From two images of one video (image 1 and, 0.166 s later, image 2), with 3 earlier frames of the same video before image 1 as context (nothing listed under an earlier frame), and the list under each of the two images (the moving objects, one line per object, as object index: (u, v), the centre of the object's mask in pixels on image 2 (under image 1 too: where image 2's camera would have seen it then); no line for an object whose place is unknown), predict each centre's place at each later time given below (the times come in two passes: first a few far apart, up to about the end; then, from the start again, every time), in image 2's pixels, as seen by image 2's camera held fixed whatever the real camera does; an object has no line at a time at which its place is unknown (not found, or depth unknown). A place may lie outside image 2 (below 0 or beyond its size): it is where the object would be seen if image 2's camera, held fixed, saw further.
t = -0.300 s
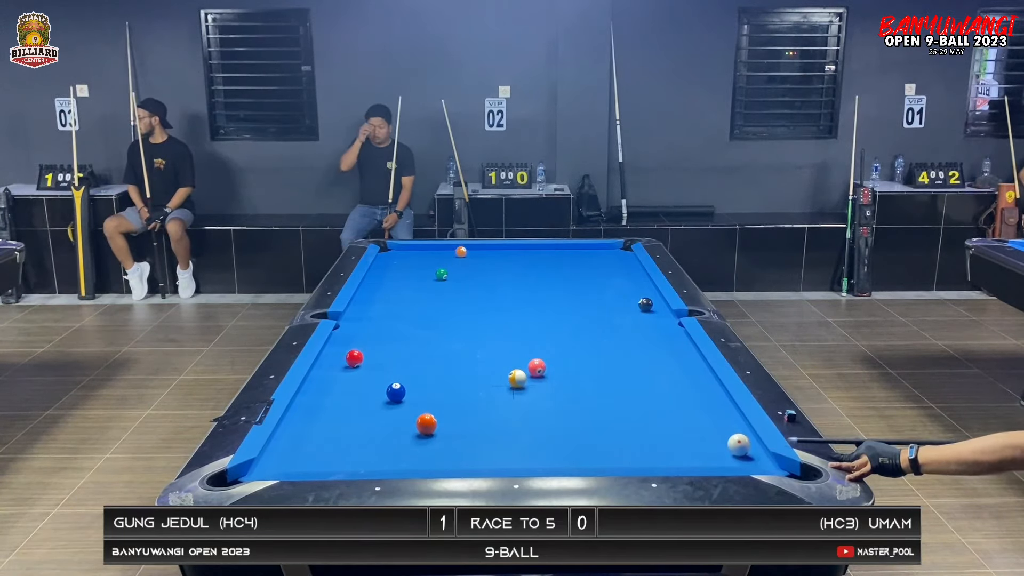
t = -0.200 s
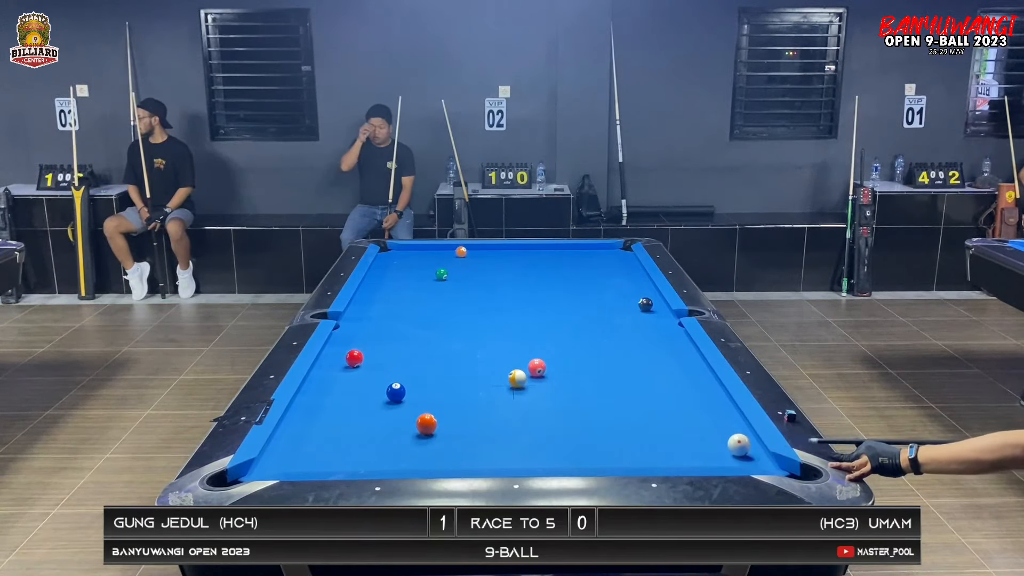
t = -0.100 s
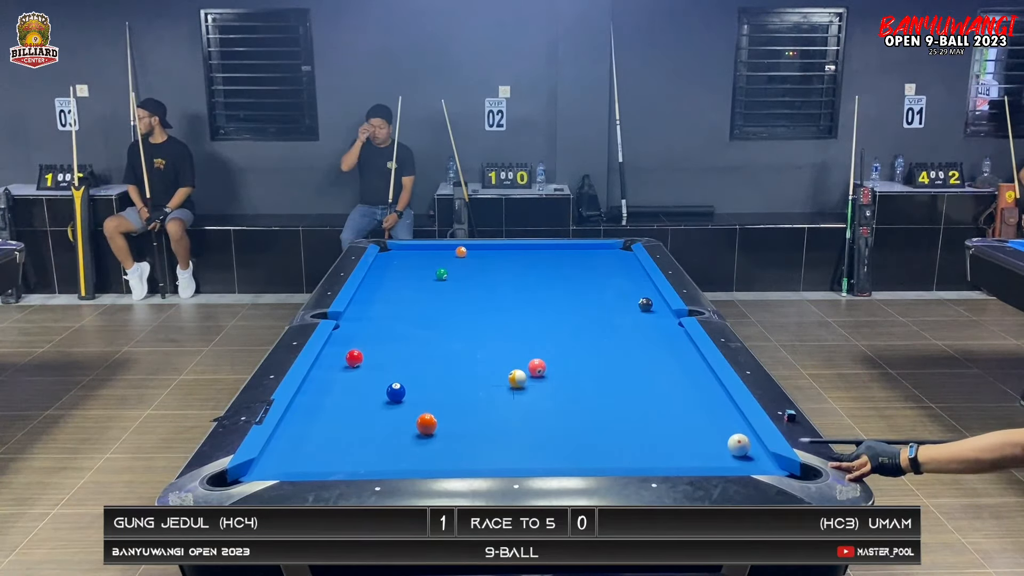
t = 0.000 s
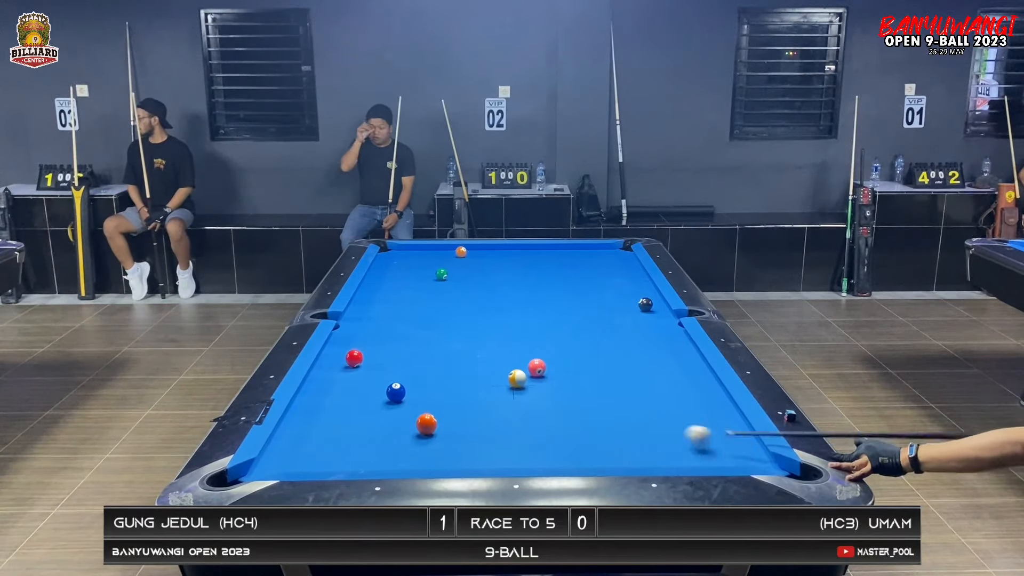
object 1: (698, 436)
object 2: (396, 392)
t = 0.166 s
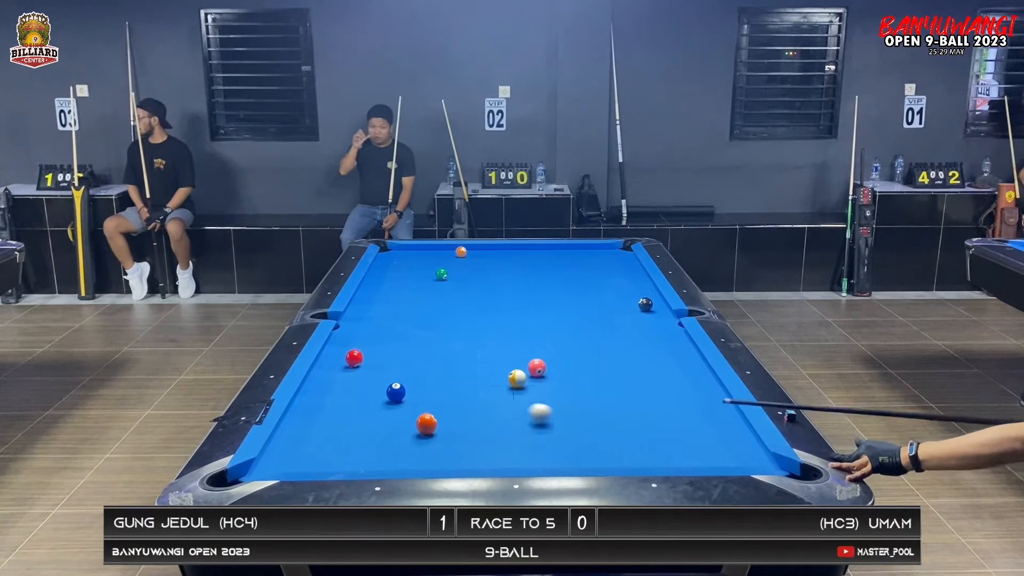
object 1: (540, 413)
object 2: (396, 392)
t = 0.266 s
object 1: (457, 402)
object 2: (396, 392)
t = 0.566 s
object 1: (378, 398)
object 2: (351, 371)
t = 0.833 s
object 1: (316, 396)
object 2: (430, 361)
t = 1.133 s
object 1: (333, 395)
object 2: (510, 350)
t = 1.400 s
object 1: (363, 394)
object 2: (575, 342)
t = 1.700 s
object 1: (395, 394)
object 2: (643, 334)
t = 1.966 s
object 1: (420, 393)
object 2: (665, 329)
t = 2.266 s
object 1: (446, 393)
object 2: (633, 330)
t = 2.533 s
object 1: (467, 392)
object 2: (606, 330)
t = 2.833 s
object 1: (488, 391)
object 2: (578, 331)
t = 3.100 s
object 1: (505, 390)
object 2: (555, 331)
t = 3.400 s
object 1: (521, 390)
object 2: (530, 332)
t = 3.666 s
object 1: (534, 389)
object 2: (509, 332)
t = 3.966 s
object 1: (546, 389)
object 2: (488, 333)
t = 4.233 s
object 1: (554, 388)
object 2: (471, 333)
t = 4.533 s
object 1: (561, 387)
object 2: (453, 334)
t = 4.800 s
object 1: (565, 387)
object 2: (438, 334)
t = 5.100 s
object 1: (568, 386)
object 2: (423, 335)
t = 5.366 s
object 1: (569, 386)
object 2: (411, 335)
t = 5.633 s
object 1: (569, 387)
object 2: (401, 336)
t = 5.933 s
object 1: (569, 387)
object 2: (391, 336)
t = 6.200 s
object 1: (569, 387)
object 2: (383, 336)
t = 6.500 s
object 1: (569, 387)
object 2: (377, 337)
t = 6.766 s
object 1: (568, 387)
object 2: (372, 337)
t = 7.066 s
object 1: (568, 387)
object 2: (368, 338)
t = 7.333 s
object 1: (568, 387)
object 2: (366, 338)
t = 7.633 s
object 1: (568, 387)
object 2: (365, 338)
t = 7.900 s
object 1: (568, 387)
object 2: (365, 338)
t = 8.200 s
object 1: (568, 387)
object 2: (365, 338)
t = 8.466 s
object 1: (568, 387)
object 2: (365, 338)
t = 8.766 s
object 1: (568, 387)
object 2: (365, 338)
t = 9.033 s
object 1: (568, 387)
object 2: (365, 338)
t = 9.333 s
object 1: (569, 387)
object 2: (365, 338)
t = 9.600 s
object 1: (568, 387)
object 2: (365, 338)
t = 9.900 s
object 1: (568, 387)
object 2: (365, 338)
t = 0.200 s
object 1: (512, 410)
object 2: (396, 392)
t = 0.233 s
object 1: (484, 405)
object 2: (396, 392)
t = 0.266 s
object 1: (457, 402)
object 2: (396, 392)
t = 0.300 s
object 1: (431, 398)
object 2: (396, 392)
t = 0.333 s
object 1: (412, 395)
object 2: (389, 391)
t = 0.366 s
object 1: (410, 397)
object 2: (368, 387)
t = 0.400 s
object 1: (406, 397)
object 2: (347, 383)
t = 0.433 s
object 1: (402, 398)
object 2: (328, 379)
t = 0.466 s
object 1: (397, 399)
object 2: (314, 377)
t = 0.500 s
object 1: (392, 399)
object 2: (327, 375)
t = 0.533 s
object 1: (385, 398)
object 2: (340, 373)
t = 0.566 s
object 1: (378, 398)
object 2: (351, 371)
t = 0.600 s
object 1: (370, 398)
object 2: (362, 370)
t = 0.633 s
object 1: (362, 398)
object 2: (372, 369)
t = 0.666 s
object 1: (354, 397)
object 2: (382, 367)
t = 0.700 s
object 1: (347, 397)
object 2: (392, 366)
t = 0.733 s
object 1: (339, 397)
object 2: (402, 365)
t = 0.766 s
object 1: (331, 397)
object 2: (411, 364)
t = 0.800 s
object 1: (324, 396)
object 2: (421, 362)
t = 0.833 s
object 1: (316, 396)
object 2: (430, 361)
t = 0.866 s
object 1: (309, 396)
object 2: (440, 360)
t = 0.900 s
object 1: (304, 395)
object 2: (449, 359)
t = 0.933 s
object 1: (309, 395)
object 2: (458, 357)
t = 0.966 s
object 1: (313, 395)
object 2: (467, 356)
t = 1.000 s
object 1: (317, 395)
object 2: (476, 355)
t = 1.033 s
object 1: (321, 395)
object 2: (485, 354)
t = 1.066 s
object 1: (325, 395)
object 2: (493, 353)
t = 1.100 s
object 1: (329, 395)
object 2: (502, 352)
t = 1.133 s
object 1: (333, 395)
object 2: (510, 350)
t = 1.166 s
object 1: (337, 395)
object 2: (519, 349)
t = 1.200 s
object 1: (341, 395)
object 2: (527, 349)
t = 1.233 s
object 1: (345, 395)
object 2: (535, 347)
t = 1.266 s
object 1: (349, 395)
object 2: (543, 346)
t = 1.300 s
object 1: (352, 395)
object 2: (552, 345)
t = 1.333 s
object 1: (356, 395)
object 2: (560, 344)
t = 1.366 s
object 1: (359, 395)
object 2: (568, 343)
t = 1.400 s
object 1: (363, 394)
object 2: (575, 342)
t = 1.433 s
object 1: (367, 394)
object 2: (583, 342)
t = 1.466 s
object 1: (371, 394)
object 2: (591, 340)
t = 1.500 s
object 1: (374, 394)
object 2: (599, 339)
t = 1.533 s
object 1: (378, 394)
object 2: (606, 338)
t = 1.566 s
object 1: (381, 394)
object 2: (613, 337)
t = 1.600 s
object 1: (385, 394)
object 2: (621, 337)
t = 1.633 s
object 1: (388, 394)
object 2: (628, 336)
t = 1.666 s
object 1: (391, 394)
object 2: (636, 335)
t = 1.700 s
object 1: (395, 394)
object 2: (643, 334)
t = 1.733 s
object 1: (398, 394)
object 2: (650, 333)
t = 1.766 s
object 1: (401, 394)
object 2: (657, 332)
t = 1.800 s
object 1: (405, 393)
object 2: (664, 331)
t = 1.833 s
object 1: (408, 393)
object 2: (671, 330)
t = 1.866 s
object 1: (411, 393)
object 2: (677, 329)
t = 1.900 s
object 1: (414, 393)
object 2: (673, 330)
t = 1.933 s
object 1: (417, 393)
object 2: (669, 330)
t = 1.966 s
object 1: (420, 393)
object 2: (665, 329)
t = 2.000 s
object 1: (423, 393)
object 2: (662, 330)
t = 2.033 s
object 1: (426, 393)
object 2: (658, 330)
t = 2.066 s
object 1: (429, 393)
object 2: (654, 330)
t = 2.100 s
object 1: (432, 393)
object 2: (651, 330)
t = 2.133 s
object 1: (435, 393)
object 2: (647, 330)
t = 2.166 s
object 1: (438, 393)
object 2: (643, 330)
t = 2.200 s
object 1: (441, 393)
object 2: (640, 330)
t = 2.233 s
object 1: (444, 393)
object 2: (637, 330)
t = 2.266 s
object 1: (446, 393)
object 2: (633, 330)
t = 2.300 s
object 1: (449, 393)
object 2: (630, 330)
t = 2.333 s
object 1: (452, 393)
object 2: (626, 330)
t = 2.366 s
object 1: (454, 393)
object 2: (623, 330)
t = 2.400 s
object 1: (457, 392)
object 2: (619, 330)
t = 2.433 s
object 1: (460, 392)
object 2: (616, 330)
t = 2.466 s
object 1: (462, 392)
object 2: (613, 330)
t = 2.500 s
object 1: (465, 392)
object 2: (610, 330)
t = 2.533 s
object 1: (467, 392)
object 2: (606, 330)
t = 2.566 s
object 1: (470, 392)
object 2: (603, 330)
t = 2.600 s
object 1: (472, 392)
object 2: (600, 330)
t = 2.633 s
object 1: (474, 392)
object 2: (597, 330)
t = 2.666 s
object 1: (477, 392)
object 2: (594, 330)
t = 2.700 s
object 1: (479, 391)
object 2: (591, 330)
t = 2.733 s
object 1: (482, 392)
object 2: (588, 331)
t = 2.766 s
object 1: (484, 391)
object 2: (585, 331)
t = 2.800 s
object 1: (486, 391)
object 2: (581, 331)
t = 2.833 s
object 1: (488, 391)
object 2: (578, 331)
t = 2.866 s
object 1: (491, 391)
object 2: (575, 331)
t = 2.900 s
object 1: (493, 391)
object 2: (572, 331)
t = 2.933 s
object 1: (495, 391)
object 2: (569, 331)
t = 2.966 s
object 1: (497, 391)
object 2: (566, 331)
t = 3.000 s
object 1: (499, 390)
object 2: (563, 331)
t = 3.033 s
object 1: (501, 391)
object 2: (560, 331)
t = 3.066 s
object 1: (503, 391)
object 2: (558, 331)
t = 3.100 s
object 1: (505, 390)
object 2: (555, 331)
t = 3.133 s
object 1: (507, 390)
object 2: (552, 331)
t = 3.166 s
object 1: (509, 390)
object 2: (549, 331)
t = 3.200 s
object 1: (511, 390)
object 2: (546, 331)
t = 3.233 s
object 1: (513, 390)
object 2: (544, 332)
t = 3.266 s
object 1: (514, 390)
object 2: (541, 332)
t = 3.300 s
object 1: (516, 390)
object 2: (538, 332)
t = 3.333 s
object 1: (518, 390)
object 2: (535, 332)
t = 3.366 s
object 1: (520, 389)
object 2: (533, 332)
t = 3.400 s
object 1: (521, 390)
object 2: (530, 332)
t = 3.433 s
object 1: (523, 390)
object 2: (527, 332)
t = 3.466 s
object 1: (524, 390)
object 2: (525, 332)
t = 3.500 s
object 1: (526, 389)
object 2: (522, 332)
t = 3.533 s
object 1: (528, 390)
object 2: (520, 332)
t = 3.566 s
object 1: (529, 390)
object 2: (517, 332)
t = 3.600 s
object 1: (531, 390)
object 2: (515, 332)
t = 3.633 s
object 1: (532, 389)
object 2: (512, 332)
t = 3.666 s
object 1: (534, 389)
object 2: (509, 332)
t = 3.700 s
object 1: (535, 389)
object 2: (507, 332)
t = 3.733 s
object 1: (537, 389)
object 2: (505, 332)
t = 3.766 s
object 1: (538, 389)
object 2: (502, 332)
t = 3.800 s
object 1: (540, 389)
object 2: (500, 333)
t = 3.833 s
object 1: (541, 389)
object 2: (497, 333)
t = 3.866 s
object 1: (542, 389)
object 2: (495, 333)
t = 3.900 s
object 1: (544, 389)
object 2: (493, 333)
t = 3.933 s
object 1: (545, 389)
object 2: (490, 333)
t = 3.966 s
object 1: (546, 389)
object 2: (488, 333)
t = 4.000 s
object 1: (547, 389)
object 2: (486, 333)
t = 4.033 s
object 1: (548, 388)
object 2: (484, 333)
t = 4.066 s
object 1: (549, 389)
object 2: (482, 333)
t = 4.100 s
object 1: (550, 388)
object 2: (479, 333)
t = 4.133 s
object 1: (551, 388)
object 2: (477, 333)
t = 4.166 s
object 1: (552, 388)
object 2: (475, 333)
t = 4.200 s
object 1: (553, 388)
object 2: (473, 333)
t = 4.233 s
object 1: (554, 388)
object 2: (471, 333)
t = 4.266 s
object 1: (555, 388)
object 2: (469, 333)
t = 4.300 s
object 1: (556, 388)
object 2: (466, 333)
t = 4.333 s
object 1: (557, 388)
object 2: (464, 333)
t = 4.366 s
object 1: (557, 388)
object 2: (462, 333)
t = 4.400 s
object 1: (558, 388)
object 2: (460, 333)
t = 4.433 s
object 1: (559, 388)
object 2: (458, 333)
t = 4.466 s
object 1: (560, 387)
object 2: (456, 334)
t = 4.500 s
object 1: (560, 387)
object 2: (455, 334)
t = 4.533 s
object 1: (561, 387)
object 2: (453, 334)
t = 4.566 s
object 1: (562, 387)
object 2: (451, 334)
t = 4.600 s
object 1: (562, 387)
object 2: (449, 334)
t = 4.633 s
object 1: (563, 387)
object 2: (447, 334)
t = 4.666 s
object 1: (564, 387)
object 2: (445, 334)
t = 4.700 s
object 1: (564, 387)
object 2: (444, 334)
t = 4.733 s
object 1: (565, 387)
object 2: (442, 334)
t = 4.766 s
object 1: (565, 387)
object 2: (440, 334)
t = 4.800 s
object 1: (565, 387)
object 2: (438, 334)
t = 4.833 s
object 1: (566, 387)
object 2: (436, 334)
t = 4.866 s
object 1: (566, 387)
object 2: (435, 334)
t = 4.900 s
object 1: (567, 387)
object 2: (433, 334)
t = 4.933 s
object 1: (567, 387)
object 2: (431, 334)
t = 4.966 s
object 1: (568, 387)
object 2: (430, 334)
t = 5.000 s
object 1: (568, 387)
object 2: (428, 335)
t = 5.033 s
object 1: (568, 387)
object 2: (426, 334)
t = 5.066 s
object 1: (568, 386)
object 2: (425, 334)
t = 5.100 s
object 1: (568, 386)
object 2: (423, 335)
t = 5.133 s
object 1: (569, 386)
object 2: (422, 335)
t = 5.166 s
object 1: (569, 386)
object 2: (420, 335)
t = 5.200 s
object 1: (569, 386)
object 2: (419, 335)
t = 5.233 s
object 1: (569, 386)
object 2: (417, 335)
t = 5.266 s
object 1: (569, 386)
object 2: (416, 335)
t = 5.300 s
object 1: (569, 386)
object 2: (414, 335)
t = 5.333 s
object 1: (569, 386)
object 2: (413, 335)
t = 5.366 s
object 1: (569, 386)
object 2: (411, 335)
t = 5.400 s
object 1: (569, 386)
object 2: (410, 335)
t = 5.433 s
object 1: (569, 386)
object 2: (409, 335)
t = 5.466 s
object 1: (569, 386)
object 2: (407, 335)
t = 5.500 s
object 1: (569, 386)
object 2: (406, 335)
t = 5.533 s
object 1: (569, 386)
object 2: (405, 335)
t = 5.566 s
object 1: (569, 386)
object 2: (403, 335)
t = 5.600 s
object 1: (569, 386)
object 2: (402, 336)
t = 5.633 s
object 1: (569, 387)
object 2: (401, 336)
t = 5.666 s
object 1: (569, 386)
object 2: (400, 336)
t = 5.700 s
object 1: (569, 387)
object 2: (399, 336)
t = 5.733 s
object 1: (569, 387)
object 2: (397, 336)
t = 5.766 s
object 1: (569, 387)
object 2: (396, 336)
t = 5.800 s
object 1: (569, 387)
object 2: (395, 336)
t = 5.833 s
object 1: (569, 387)
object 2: (394, 336)
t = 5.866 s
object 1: (569, 387)
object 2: (393, 336)
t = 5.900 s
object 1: (569, 387)
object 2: (392, 336)
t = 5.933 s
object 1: (569, 387)
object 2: (391, 336)
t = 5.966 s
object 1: (569, 387)
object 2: (390, 336)
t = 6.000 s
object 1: (569, 387)
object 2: (389, 336)
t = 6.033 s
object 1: (569, 387)
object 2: (388, 336)
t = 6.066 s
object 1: (569, 387)
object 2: (387, 336)
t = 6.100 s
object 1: (569, 387)
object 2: (386, 336)
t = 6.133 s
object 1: (569, 387)
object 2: (385, 336)
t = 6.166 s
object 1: (569, 387)
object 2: (384, 337)
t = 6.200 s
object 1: (569, 387)
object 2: (383, 336)
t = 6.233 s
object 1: (569, 387)
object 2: (382, 337)
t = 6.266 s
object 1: (569, 387)
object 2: (382, 337)
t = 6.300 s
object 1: (569, 387)
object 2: (381, 337)
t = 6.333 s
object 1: (569, 387)
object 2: (380, 337)
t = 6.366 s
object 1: (569, 387)
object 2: (379, 337)
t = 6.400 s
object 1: (569, 387)
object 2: (378, 337)
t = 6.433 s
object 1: (569, 387)
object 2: (378, 337)
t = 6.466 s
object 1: (569, 387)
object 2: (377, 337)
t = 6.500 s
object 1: (569, 387)
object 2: (377, 337)
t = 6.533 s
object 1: (569, 387)
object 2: (376, 337)
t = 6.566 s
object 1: (569, 387)
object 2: (375, 337)
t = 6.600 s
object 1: (569, 387)
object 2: (374, 337)
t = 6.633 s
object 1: (569, 387)
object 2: (374, 337)
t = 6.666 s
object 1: (569, 387)
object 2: (373, 337)
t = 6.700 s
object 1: (569, 387)
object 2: (373, 337)
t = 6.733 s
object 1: (569, 387)
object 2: (372, 337)
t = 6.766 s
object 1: (568, 387)
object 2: (372, 337)
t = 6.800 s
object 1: (568, 387)
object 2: (371, 337)
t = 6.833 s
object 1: (569, 387)
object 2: (371, 337)
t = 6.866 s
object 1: (568, 387)
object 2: (370, 337)
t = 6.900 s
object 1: (569, 387)
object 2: (370, 337)
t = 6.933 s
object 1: (568, 387)
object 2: (369, 337)
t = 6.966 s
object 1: (568, 387)
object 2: (369, 337)
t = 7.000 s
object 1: (568, 387)
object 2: (369, 337)
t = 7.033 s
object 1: (568, 387)
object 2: (368, 338)
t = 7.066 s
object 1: (568, 387)
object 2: (368, 338)
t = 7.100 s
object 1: (568, 387)
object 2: (368, 337)
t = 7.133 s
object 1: (568, 387)
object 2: (367, 338)
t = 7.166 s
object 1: (568, 387)
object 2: (367, 338)
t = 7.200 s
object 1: (568, 387)
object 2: (367, 338)
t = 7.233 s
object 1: (568, 387)
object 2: (367, 338)
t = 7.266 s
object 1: (568, 387)
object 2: (366, 338)
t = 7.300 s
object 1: (568, 387)
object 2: (366, 338)
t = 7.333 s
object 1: (568, 387)
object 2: (366, 338)
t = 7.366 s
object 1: (568, 387)
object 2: (366, 338)
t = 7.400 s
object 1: (568, 387)
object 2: (366, 338)
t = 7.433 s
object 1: (568, 387)
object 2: (366, 338)
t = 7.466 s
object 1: (568, 387)
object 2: (366, 338)
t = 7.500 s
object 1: (568, 387)
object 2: (365, 338)
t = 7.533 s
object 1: (568, 387)
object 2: (365, 338)
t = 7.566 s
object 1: (568, 387)
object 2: (365, 338)
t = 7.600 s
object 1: (568, 387)
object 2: (365, 338)
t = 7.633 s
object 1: (568, 387)
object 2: (365, 338)
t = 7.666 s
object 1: (568, 387)
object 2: (365, 338)
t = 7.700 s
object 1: (568, 387)
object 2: (365, 338)
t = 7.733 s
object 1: (568, 387)
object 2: (365, 338)
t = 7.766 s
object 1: (568, 387)
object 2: (365, 338)
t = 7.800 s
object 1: (568, 387)
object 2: (365, 338)
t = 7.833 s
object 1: (568, 387)
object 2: (365, 338)
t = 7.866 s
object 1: (568, 387)
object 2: (365, 338)
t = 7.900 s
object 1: (568, 387)
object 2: (365, 338)
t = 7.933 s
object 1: (568, 387)
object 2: (365, 338)
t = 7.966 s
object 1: (568, 387)
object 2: (365, 338)
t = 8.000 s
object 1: (568, 387)
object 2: (365, 338)
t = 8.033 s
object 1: (568, 387)
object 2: (365, 338)
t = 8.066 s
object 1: (568, 387)
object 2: (365, 338)
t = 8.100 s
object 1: (568, 387)
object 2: (365, 338)
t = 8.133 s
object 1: (568, 387)
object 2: (365, 338)
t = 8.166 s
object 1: (568, 387)
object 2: (365, 338)
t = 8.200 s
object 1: (568, 387)
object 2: (365, 338)
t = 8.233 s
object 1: (568, 387)
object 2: (365, 338)
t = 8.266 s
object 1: (569, 387)
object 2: (365, 338)
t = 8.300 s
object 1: (569, 387)
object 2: (365, 338)
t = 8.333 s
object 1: (569, 387)
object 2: (365, 338)
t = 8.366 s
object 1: (569, 387)
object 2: (365, 338)
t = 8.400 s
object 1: (569, 387)
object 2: (365, 338)
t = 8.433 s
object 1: (568, 387)
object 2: (365, 338)
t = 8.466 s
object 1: (568, 387)
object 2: (365, 338)
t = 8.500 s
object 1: (568, 387)
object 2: (365, 338)
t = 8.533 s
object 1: (568, 387)
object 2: (365, 338)
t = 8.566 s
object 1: (568, 387)
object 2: (365, 338)
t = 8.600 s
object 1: (568, 387)
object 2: (365, 338)
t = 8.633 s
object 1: (568, 387)
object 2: (365, 338)
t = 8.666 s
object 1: (568, 387)
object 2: (365, 338)
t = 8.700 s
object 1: (568, 387)
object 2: (365, 338)
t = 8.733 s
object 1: (568, 387)
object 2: (365, 338)
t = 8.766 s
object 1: (568, 387)
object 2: (365, 338)
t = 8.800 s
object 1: (568, 387)
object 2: (365, 338)
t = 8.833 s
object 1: (568, 387)
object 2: (365, 338)
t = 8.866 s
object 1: (568, 387)
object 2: (365, 338)
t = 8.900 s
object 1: (568, 387)
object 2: (365, 338)
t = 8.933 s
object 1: (568, 387)
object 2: (365, 338)
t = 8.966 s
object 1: (568, 387)
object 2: (365, 338)
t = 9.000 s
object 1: (568, 387)
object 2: (365, 338)
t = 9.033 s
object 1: (568, 387)
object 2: (365, 338)
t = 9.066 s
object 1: (568, 387)
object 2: (365, 338)
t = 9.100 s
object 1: (568, 387)
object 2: (365, 338)
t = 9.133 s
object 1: (568, 387)
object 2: (365, 338)
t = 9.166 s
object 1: (568, 387)
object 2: (365, 338)
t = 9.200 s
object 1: (568, 387)
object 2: (365, 338)
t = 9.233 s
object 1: (569, 387)
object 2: (365, 338)
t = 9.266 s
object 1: (569, 387)
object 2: (365, 338)
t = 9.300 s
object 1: (568, 387)
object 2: (365, 338)
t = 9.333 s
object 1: (569, 387)
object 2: (365, 338)
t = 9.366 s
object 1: (568, 387)
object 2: (365, 338)
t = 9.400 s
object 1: (568, 387)
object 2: (365, 338)
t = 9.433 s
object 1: (568, 387)
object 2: (365, 338)
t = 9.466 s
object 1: (568, 387)
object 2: (365, 338)
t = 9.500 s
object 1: (568, 387)
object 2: (365, 338)
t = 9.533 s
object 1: (568, 387)
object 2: (365, 338)
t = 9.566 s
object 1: (568, 387)
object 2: (365, 338)
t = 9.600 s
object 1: (568, 387)
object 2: (365, 338)
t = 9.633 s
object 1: (568, 387)
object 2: (365, 338)
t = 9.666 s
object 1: (568, 387)
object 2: (365, 338)
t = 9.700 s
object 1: (568, 387)
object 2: (365, 338)
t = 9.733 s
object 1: (568, 387)
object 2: (365, 338)
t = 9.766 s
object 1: (568, 387)
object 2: (365, 338)
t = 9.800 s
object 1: (568, 387)
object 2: (365, 338)
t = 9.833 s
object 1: (568, 387)
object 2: (365, 338)
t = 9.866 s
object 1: (568, 387)
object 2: (365, 338)
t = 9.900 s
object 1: (568, 387)
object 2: (365, 338)
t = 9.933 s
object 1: (568, 387)
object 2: (365, 338)
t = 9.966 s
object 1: (568, 387)
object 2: (365, 338)
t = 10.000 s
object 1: (568, 387)
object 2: (365, 338)
